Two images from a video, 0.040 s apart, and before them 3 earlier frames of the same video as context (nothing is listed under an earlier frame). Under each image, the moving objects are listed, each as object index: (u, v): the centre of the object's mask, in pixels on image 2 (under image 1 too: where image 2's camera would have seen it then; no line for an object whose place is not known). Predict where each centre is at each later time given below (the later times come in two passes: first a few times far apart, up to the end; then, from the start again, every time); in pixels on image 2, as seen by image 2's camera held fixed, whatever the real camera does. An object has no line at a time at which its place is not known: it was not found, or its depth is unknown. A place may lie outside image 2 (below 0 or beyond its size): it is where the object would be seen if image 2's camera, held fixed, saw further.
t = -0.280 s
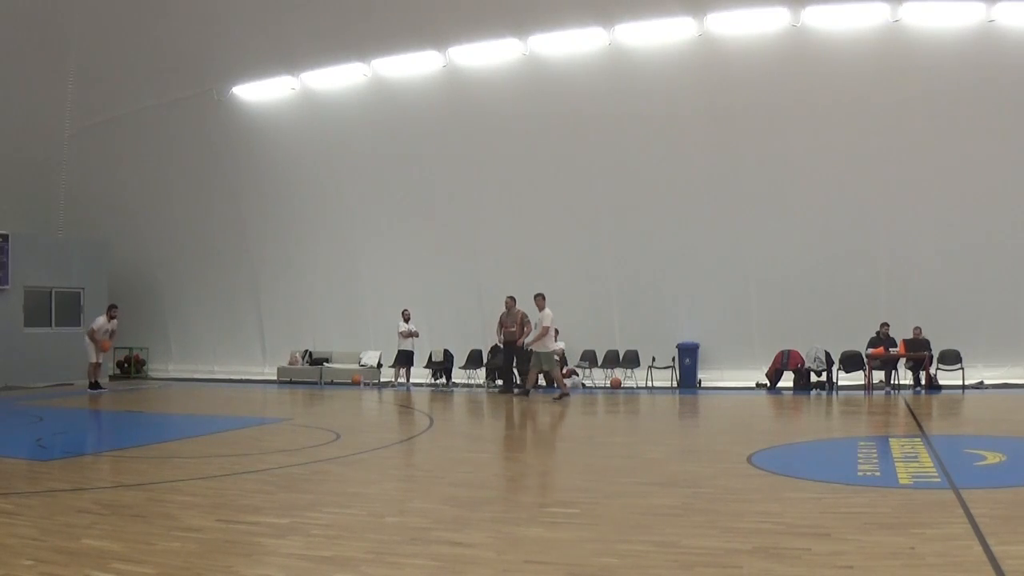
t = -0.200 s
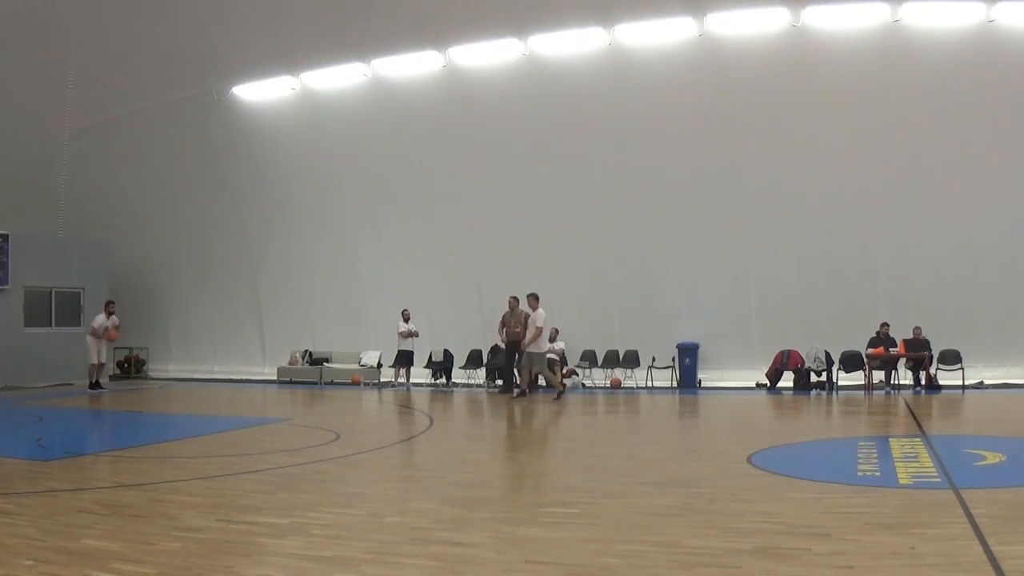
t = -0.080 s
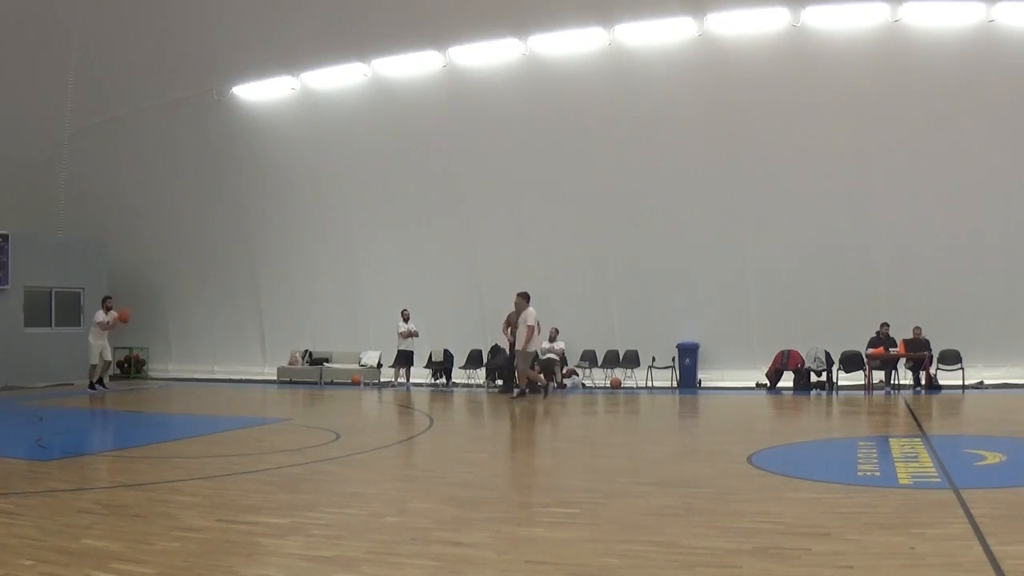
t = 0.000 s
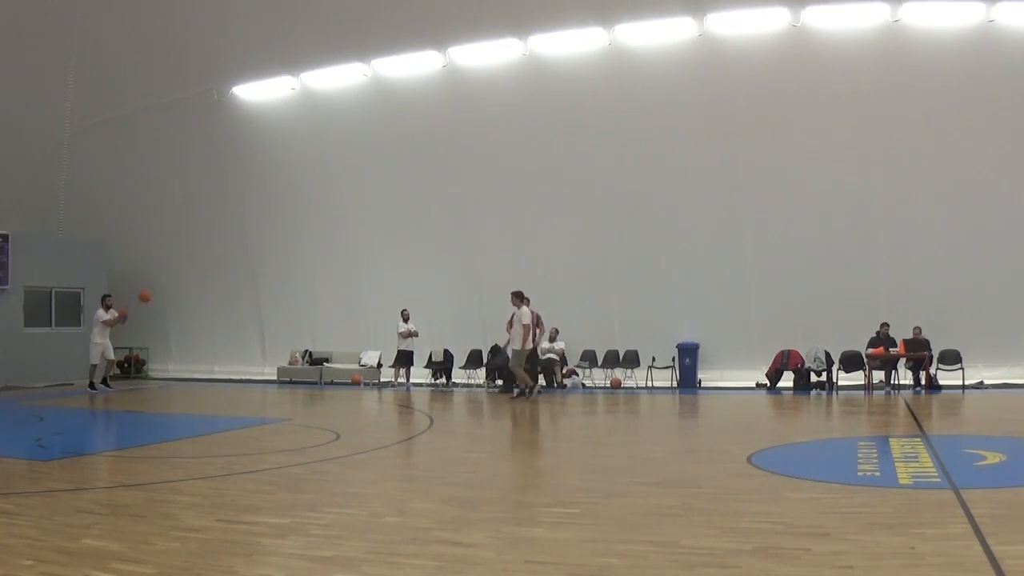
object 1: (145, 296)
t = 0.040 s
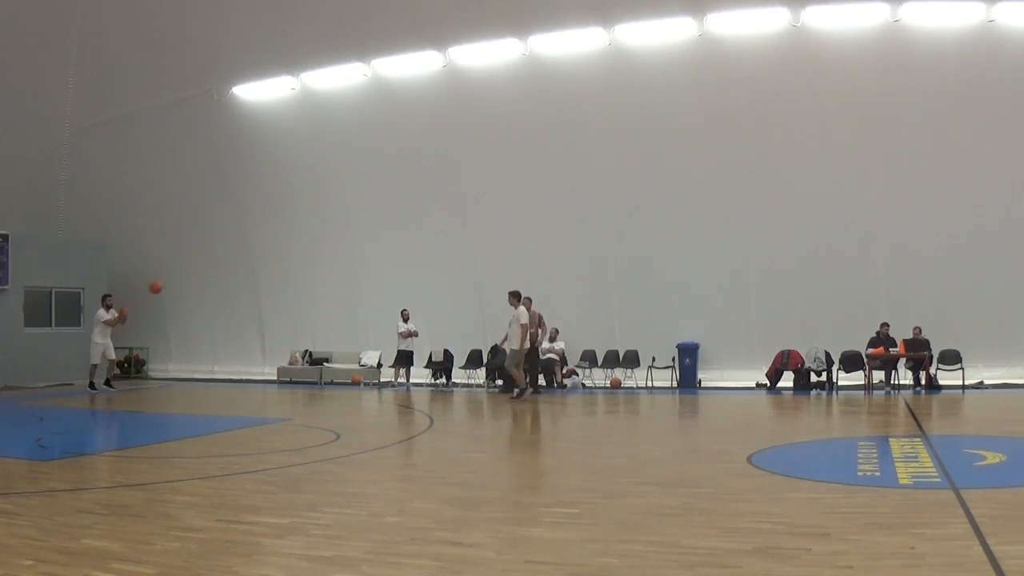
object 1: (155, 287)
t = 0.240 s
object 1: (211, 256)
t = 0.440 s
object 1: (268, 246)
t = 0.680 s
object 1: (340, 263)
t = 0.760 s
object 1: (364, 275)
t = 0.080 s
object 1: (166, 280)
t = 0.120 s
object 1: (176, 273)
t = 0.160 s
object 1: (187, 266)
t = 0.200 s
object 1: (199, 261)
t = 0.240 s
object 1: (211, 256)
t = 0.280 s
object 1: (222, 253)
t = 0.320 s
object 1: (233, 250)
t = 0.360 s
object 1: (245, 247)
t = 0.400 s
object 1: (256, 246)
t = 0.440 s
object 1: (268, 246)
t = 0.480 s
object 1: (280, 246)
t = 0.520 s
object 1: (292, 248)
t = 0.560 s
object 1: (304, 250)
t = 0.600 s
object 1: (315, 253)
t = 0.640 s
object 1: (328, 258)
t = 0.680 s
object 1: (340, 263)
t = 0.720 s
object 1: (352, 268)
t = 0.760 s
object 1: (364, 275)
